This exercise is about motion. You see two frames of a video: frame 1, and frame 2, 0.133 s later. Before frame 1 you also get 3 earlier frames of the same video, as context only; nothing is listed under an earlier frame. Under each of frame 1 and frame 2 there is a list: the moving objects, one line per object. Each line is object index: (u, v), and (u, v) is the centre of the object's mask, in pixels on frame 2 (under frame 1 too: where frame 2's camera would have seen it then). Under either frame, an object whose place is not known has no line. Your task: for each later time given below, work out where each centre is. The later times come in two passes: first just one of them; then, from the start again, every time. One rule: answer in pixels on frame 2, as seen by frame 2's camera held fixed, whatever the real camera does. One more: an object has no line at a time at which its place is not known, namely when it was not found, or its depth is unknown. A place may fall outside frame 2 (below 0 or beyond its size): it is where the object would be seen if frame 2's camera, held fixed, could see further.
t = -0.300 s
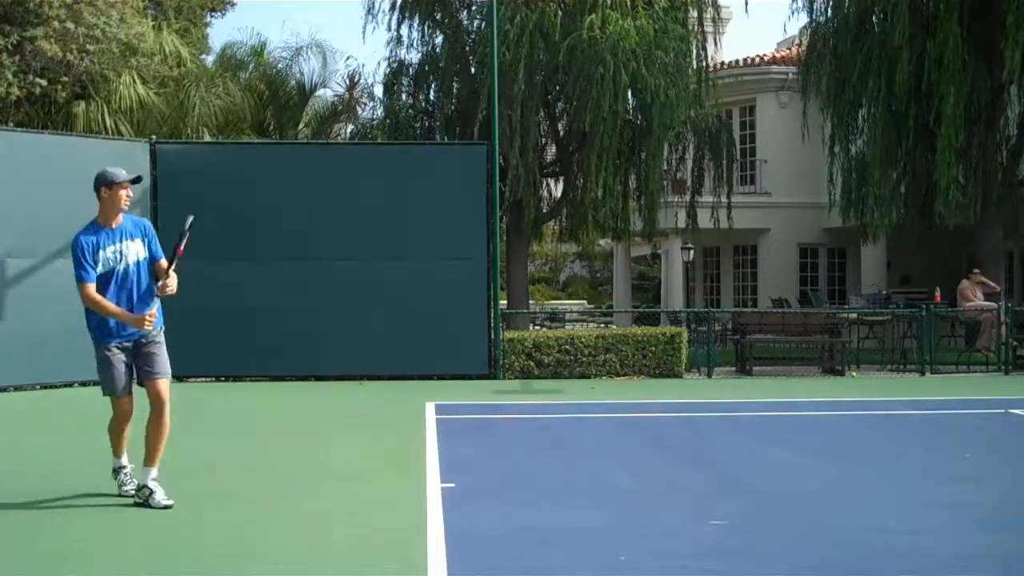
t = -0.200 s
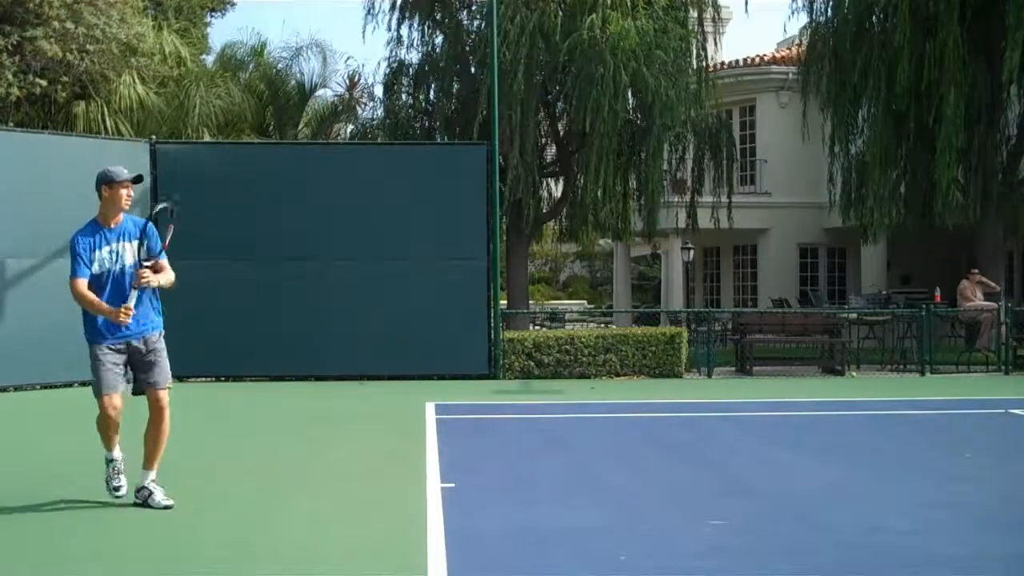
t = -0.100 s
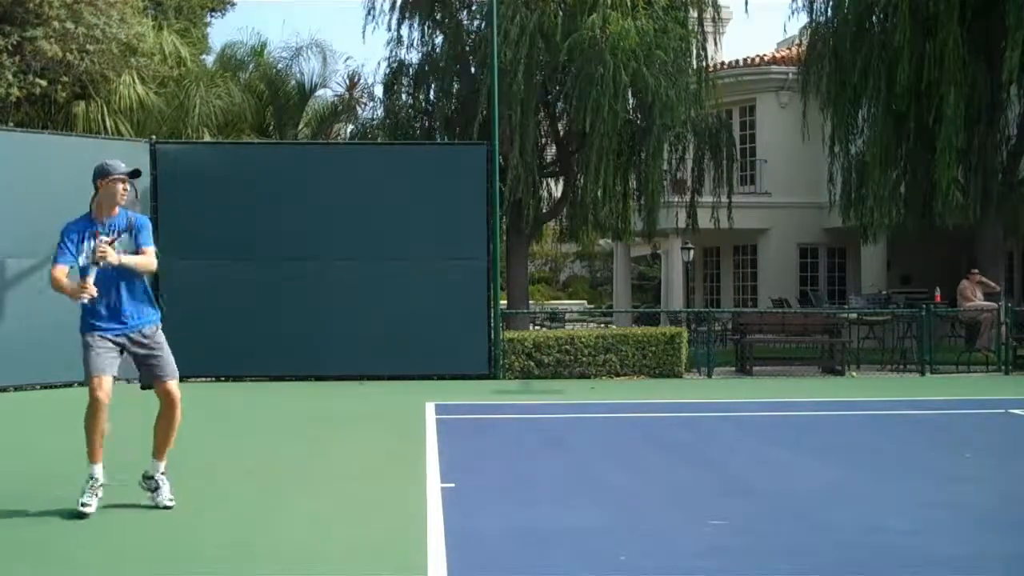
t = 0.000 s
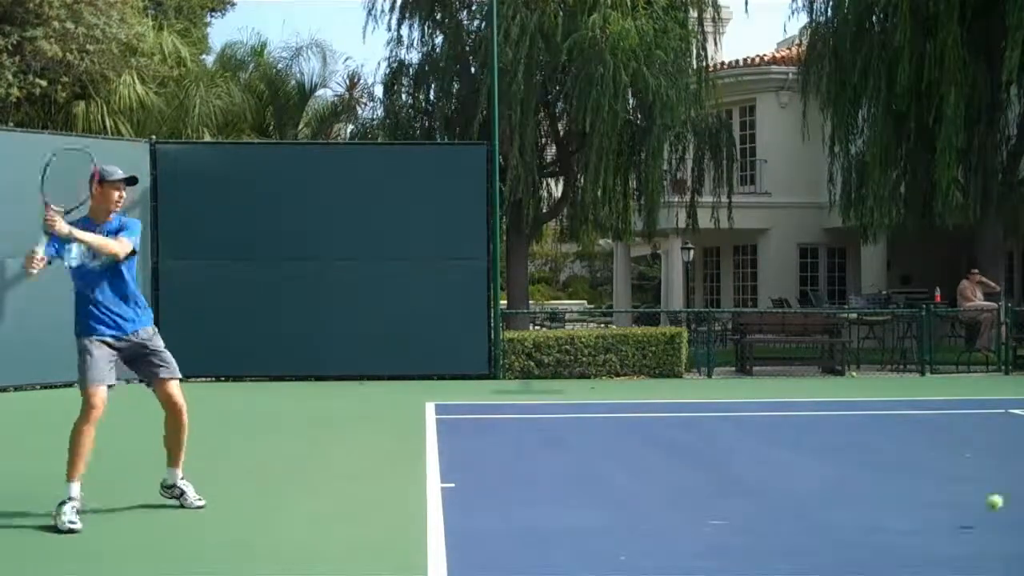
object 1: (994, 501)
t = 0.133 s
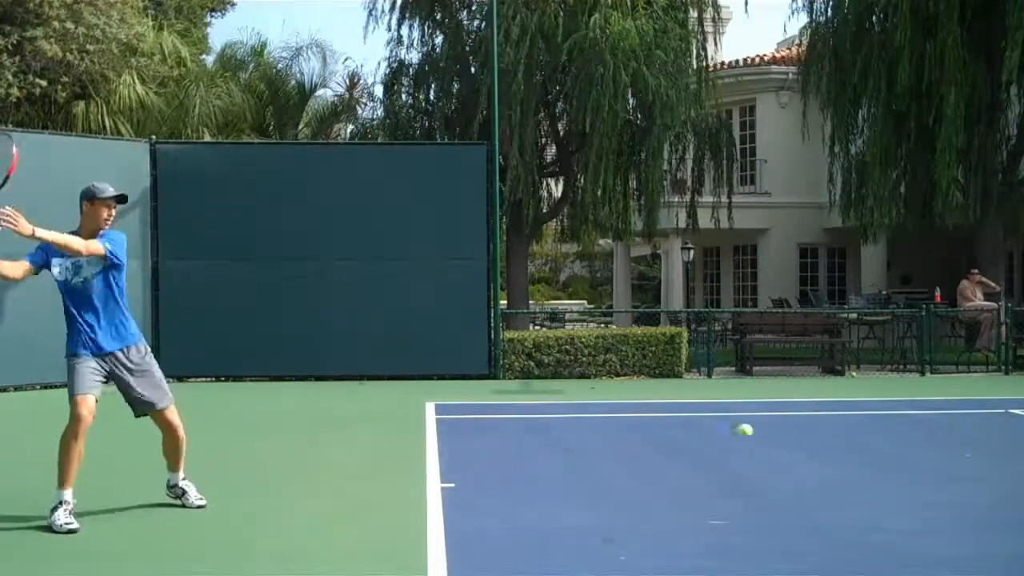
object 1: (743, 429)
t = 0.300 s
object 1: (451, 343)
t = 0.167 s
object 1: (687, 408)
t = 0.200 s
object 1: (630, 388)
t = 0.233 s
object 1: (571, 372)
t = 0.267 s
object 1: (512, 356)
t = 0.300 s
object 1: (451, 343)
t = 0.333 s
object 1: (392, 332)
